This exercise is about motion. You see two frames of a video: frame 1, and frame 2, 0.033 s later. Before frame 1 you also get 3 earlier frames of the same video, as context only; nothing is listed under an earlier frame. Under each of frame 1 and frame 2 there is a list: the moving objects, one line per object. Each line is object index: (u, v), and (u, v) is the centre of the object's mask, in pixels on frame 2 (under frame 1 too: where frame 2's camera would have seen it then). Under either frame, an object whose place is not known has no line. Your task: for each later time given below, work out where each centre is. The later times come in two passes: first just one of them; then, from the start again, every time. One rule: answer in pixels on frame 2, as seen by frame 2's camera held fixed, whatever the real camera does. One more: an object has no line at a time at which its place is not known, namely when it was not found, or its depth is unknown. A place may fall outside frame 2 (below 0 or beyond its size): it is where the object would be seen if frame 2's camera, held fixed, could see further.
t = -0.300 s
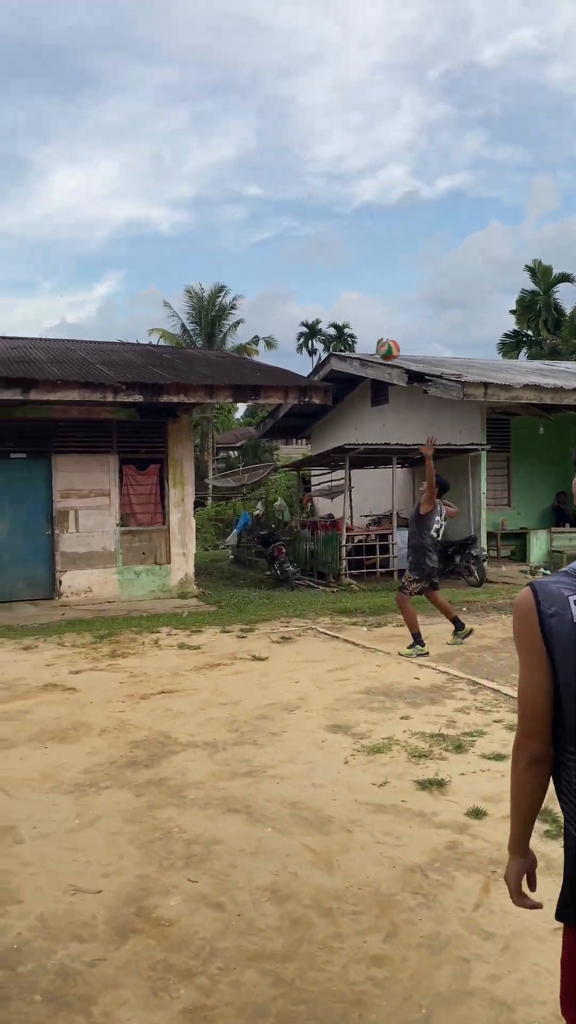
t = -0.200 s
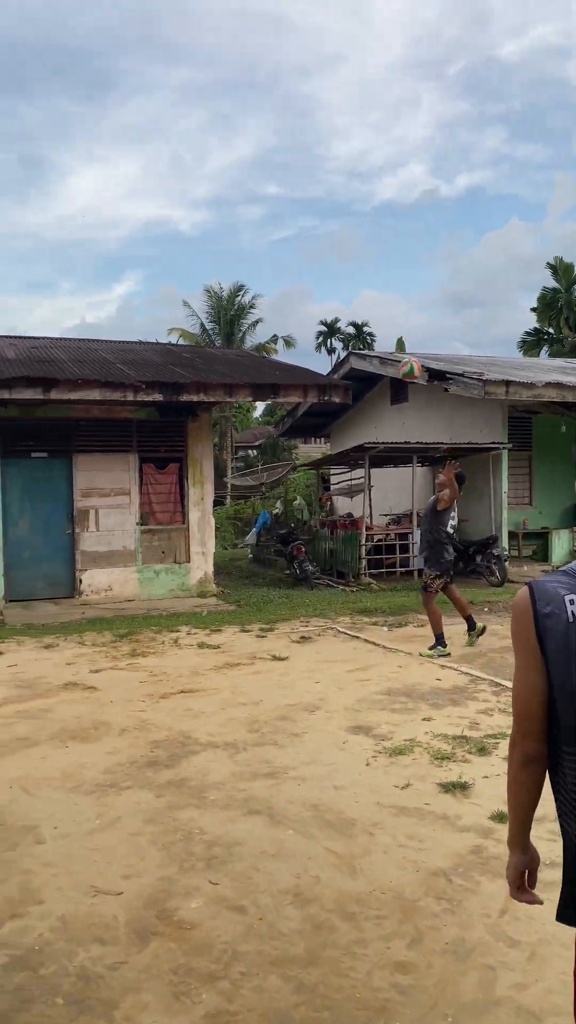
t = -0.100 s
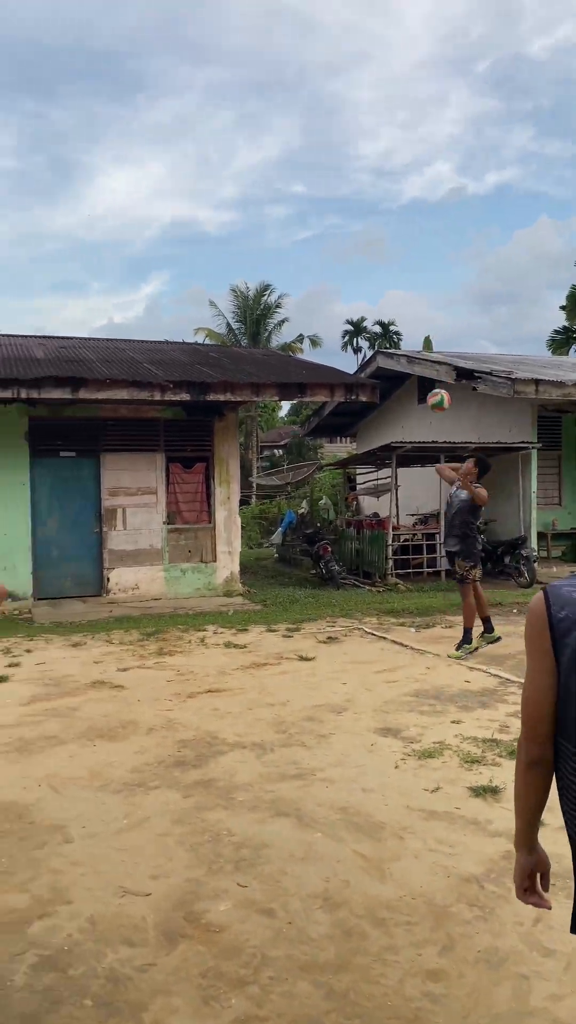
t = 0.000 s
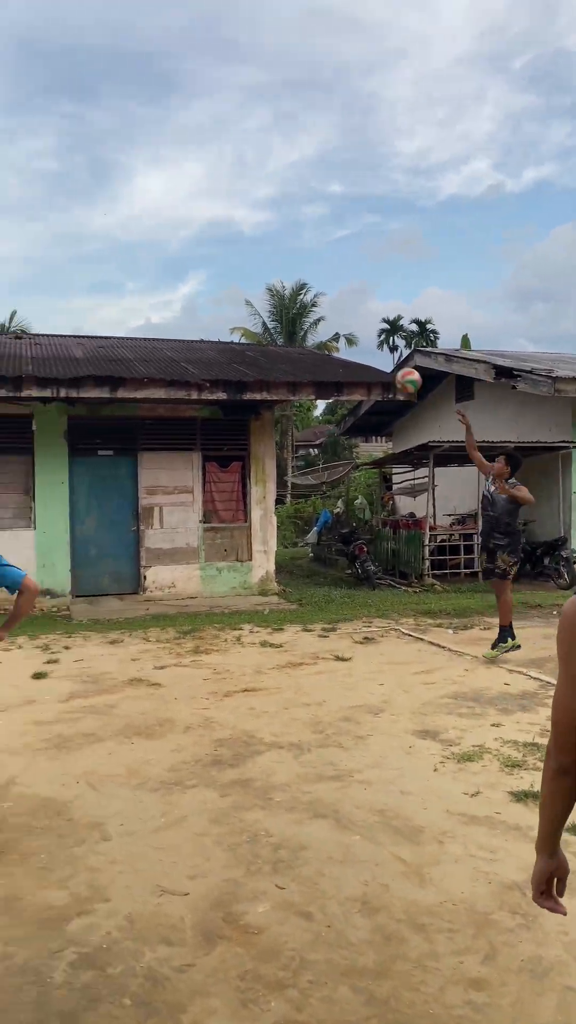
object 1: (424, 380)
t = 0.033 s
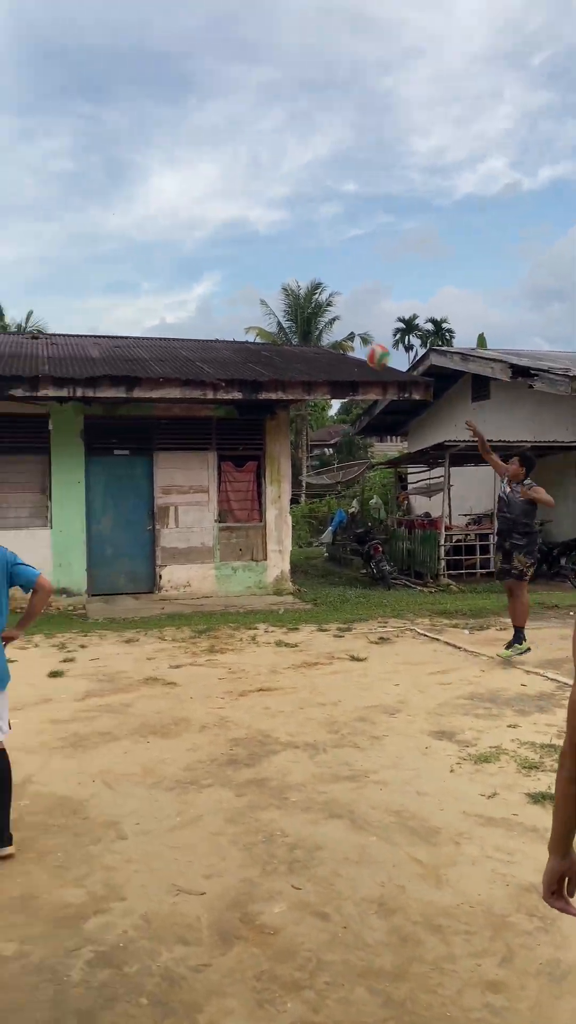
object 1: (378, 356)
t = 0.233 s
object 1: (50, 218)
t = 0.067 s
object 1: (329, 333)
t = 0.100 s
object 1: (279, 309)
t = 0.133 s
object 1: (225, 286)
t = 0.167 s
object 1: (170, 263)
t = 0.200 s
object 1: (112, 240)
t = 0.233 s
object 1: (50, 218)
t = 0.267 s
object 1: (-15, 196)
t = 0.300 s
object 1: (-84, 175)
